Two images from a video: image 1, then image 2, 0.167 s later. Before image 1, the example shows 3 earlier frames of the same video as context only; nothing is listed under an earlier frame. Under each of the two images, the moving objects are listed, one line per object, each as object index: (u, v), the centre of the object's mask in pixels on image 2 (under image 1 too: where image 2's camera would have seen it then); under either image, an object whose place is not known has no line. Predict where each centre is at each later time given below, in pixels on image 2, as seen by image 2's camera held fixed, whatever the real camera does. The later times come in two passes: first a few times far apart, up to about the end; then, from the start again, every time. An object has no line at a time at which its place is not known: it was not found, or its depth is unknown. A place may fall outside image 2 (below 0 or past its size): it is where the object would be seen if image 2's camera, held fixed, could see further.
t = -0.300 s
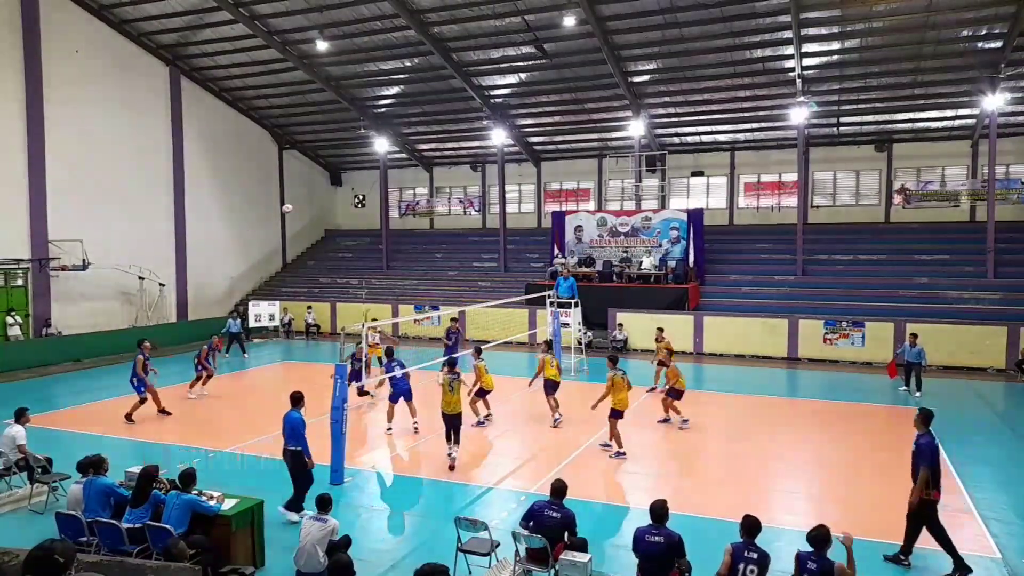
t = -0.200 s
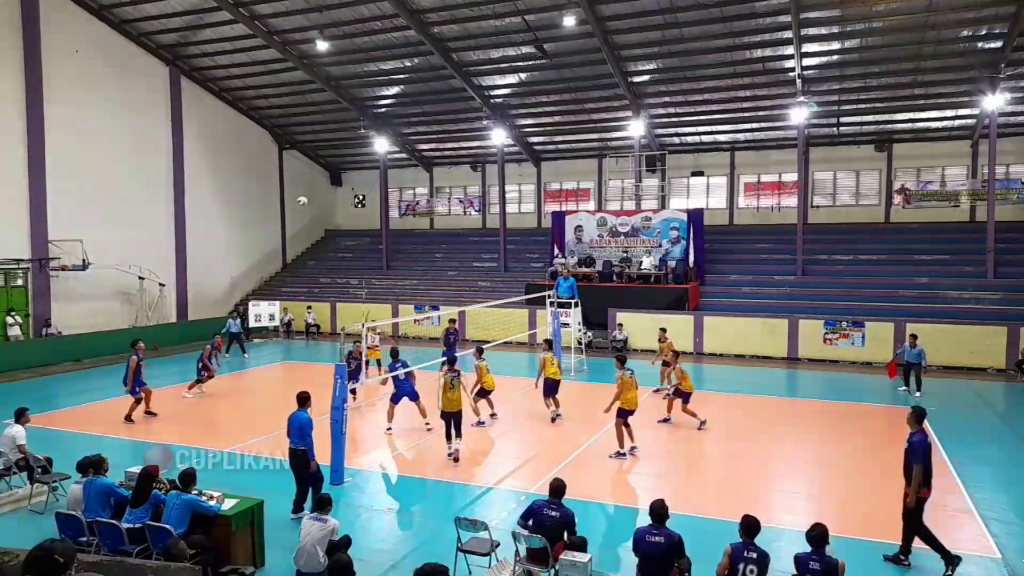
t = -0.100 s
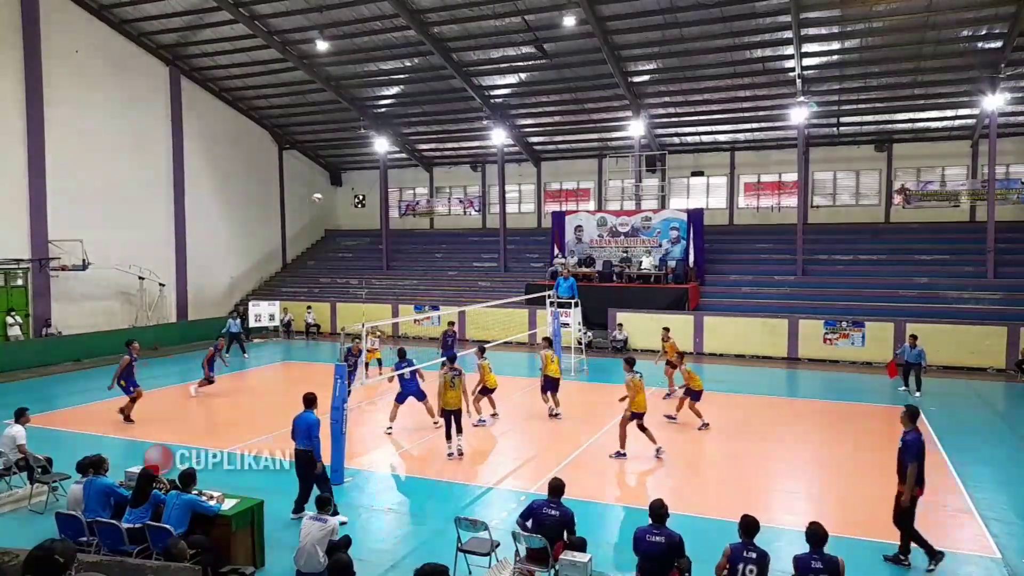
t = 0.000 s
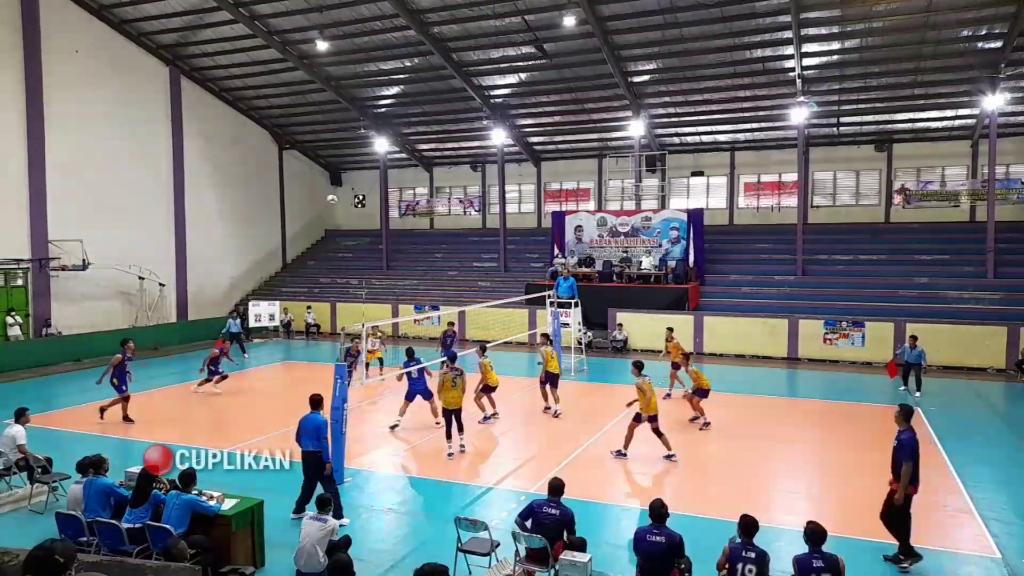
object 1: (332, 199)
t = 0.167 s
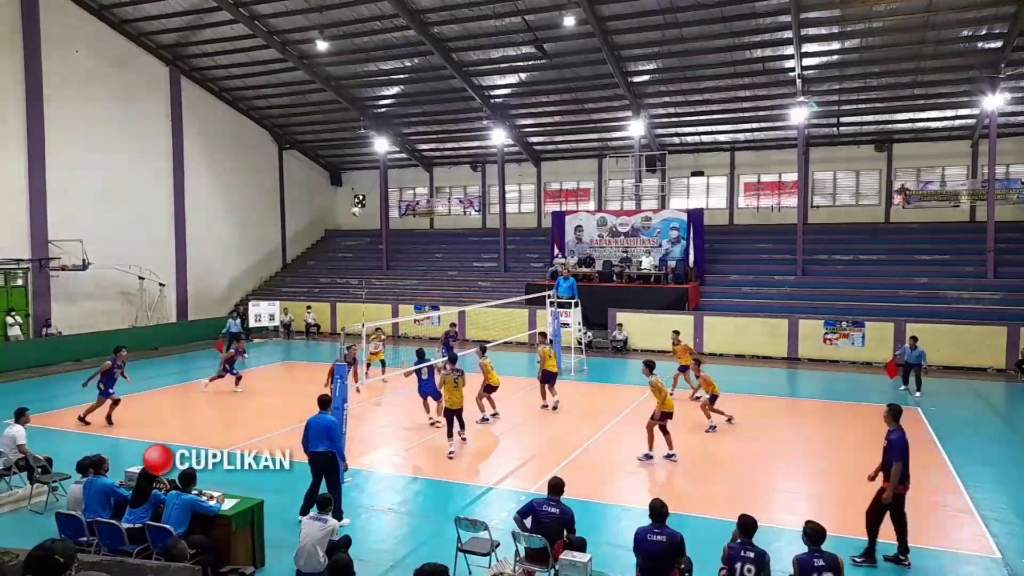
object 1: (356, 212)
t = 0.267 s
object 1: (371, 226)
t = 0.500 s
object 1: (405, 275)
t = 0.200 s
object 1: (362, 216)
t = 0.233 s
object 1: (366, 220)
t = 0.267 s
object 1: (371, 226)
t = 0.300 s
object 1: (376, 232)
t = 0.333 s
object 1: (381, 238)
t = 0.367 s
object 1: (385, 244)
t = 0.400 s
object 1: (390, 251)
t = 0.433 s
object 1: (395, 259)
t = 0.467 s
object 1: (400, 266)
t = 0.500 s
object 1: (405, 275)
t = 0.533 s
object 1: (410, 283)
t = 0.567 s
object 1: (415, 293)
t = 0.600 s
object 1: (420, 302)
